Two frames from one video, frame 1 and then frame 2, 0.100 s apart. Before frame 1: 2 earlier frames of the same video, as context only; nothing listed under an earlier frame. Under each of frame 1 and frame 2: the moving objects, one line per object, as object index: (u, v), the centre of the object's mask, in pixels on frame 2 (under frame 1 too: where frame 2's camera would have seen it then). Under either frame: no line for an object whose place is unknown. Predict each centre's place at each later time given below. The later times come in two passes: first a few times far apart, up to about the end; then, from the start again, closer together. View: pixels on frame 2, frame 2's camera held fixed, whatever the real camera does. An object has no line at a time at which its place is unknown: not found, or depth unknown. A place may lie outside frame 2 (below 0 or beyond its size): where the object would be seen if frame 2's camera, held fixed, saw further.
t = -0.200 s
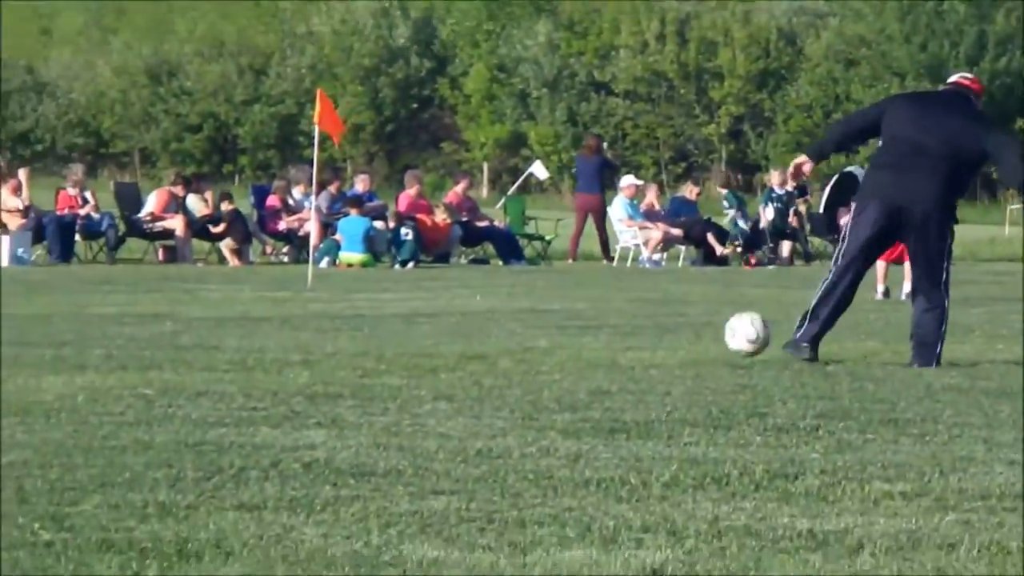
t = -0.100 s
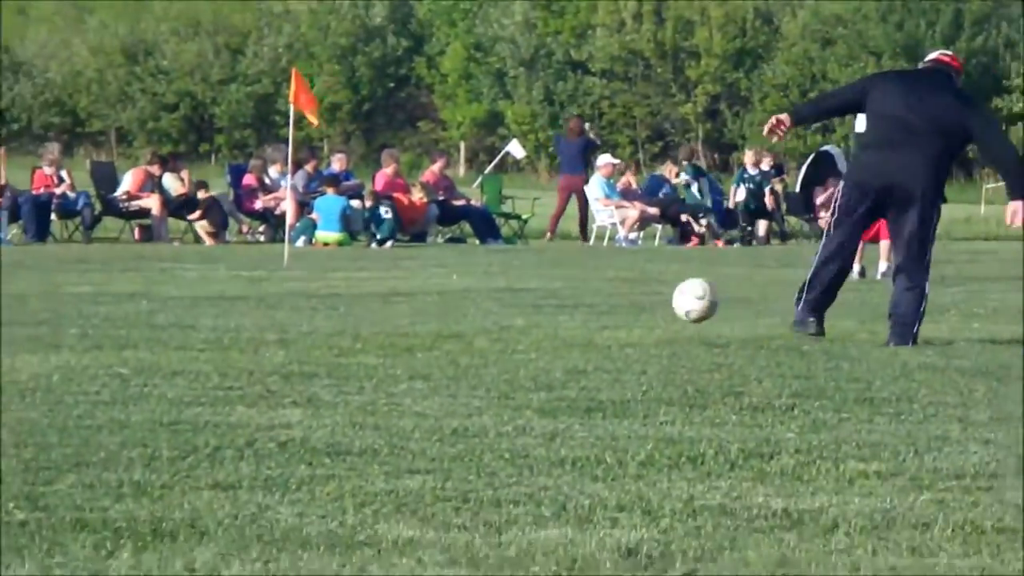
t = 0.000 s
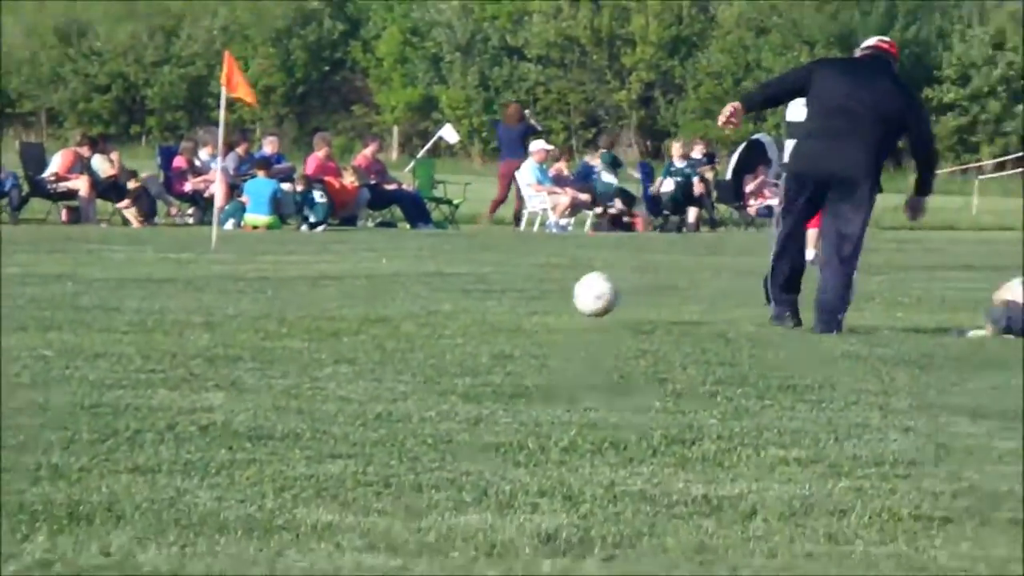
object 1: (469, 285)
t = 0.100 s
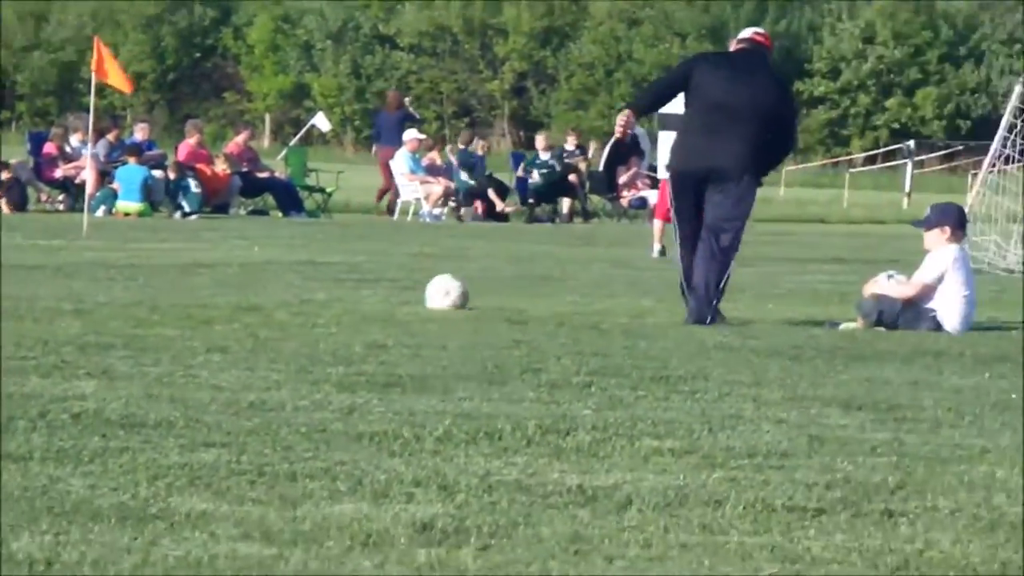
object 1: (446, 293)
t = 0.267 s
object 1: (427, 291)
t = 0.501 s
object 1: (401, 289)
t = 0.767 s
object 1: (379, 286)
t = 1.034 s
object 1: (361, 284)
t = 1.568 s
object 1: (346, 283)
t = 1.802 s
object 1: (347, 284)
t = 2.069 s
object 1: (349, 285)
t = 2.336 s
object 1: (349, 285)
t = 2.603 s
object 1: (349, 285)
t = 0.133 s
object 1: (442, 290)
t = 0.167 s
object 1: (438, 289)
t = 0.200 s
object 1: (435, 288)
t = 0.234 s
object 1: (431, 289)
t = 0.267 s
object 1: (427, 291)
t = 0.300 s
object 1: (423, 291)
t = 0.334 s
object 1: (419, 290)
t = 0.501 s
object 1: (401, 289)
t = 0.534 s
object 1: (399, 289)
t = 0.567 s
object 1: (396, 287)
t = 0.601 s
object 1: (393, 287)
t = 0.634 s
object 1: (390, 287)
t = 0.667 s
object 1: (387, 287)
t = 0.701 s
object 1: (383, 288)
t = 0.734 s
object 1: (381, 287)
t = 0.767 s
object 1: (379, 286)
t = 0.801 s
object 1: (376, 285)
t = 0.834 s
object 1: (374, 285)
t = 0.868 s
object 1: (371, 285)
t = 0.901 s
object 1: (368, 286)
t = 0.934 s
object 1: (366, 286)
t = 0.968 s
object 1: (364, 286)
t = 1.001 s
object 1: (363, 285)
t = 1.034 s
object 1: (361, 284)
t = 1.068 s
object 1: (361, 283)
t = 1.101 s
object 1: (360, 283)
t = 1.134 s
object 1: (359, 283)
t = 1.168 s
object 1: (357, 283)
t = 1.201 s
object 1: (356, 283)
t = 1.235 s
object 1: (354, 284)
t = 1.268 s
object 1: (352, 284)
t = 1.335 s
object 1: (349, 284)
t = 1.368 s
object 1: (349, 283)
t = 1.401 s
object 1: (348, 283)
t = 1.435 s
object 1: (347, 283)
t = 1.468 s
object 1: (346, 282)
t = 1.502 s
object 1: (346, 283)
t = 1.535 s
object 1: (345, 283)
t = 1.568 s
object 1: (346, 283)
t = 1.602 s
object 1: (346, 283)
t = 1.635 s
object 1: (346, 283)
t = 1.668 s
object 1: (346, 283)
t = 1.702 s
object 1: (346, 283)
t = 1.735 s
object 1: (346, 283)
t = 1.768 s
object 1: (347, 284)
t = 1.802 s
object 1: (347, 284)
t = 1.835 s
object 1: (347, 284)
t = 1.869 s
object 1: (348, 284)
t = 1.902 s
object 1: (348, 284)
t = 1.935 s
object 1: (349, 284)
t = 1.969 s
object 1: (349, 284)
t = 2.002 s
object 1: (349, 284)
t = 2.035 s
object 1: (349, 284)
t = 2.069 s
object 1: (349, 285)
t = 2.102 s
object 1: (349, 285)
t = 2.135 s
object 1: (349, 285)
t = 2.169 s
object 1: (349, 285)
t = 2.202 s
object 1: (350, 285)
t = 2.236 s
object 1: (349, 285)
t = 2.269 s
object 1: (350, 285)
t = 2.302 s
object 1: (349, 285)
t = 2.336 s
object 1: (349, 285)
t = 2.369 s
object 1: (349, 285)
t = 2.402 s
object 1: (349, 285)
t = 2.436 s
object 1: (349, 285)
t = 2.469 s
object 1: (349, 285)
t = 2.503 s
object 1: (349, 285)
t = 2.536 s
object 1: (349, 285)
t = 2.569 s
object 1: (349, 285)
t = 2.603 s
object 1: (349, 285)
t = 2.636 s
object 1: (349, 285)
